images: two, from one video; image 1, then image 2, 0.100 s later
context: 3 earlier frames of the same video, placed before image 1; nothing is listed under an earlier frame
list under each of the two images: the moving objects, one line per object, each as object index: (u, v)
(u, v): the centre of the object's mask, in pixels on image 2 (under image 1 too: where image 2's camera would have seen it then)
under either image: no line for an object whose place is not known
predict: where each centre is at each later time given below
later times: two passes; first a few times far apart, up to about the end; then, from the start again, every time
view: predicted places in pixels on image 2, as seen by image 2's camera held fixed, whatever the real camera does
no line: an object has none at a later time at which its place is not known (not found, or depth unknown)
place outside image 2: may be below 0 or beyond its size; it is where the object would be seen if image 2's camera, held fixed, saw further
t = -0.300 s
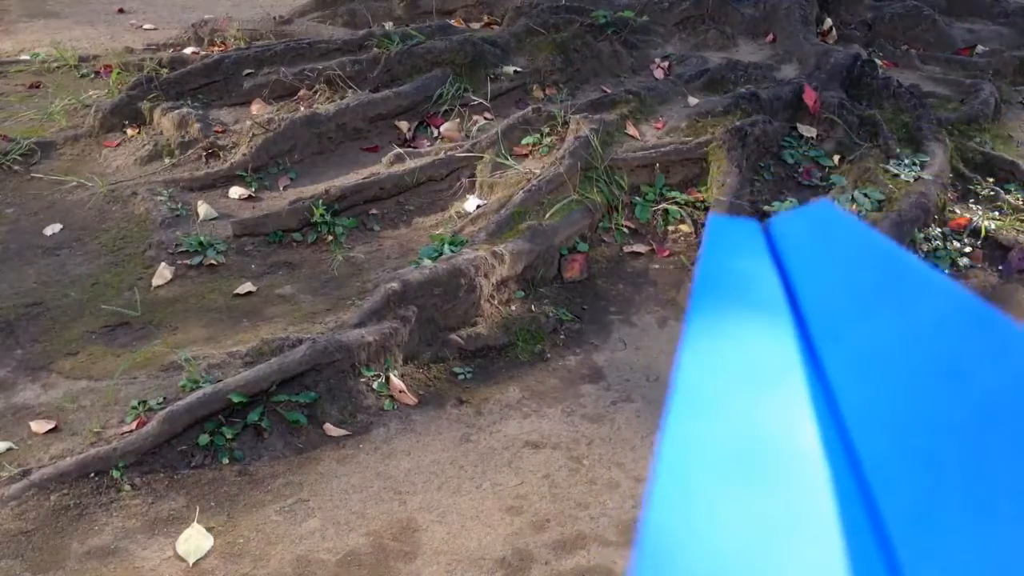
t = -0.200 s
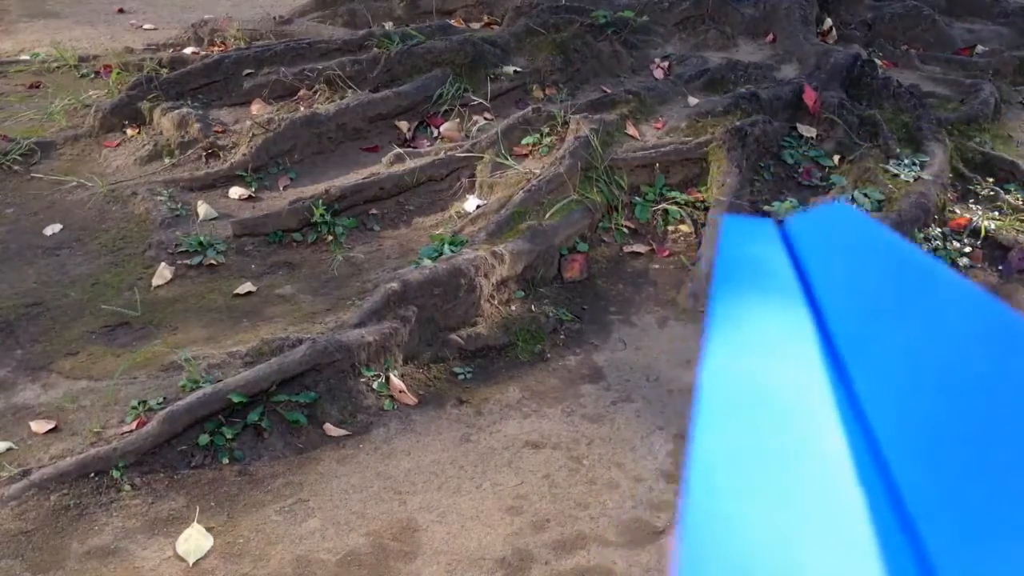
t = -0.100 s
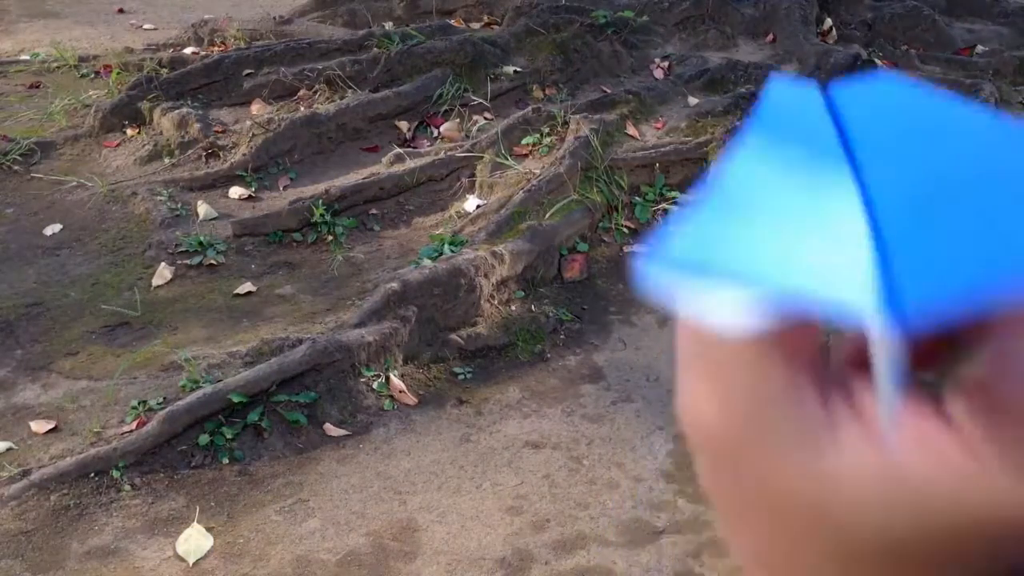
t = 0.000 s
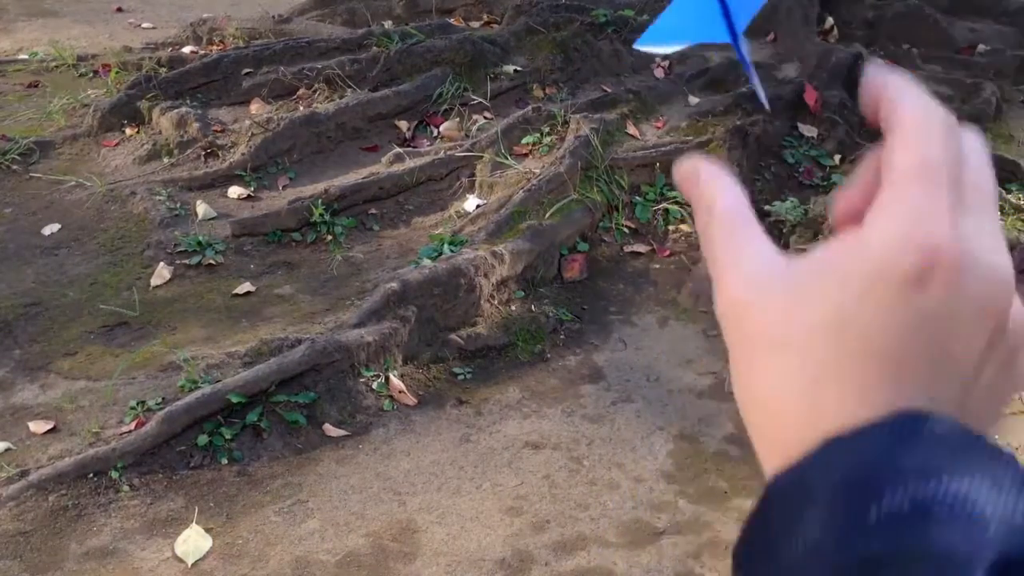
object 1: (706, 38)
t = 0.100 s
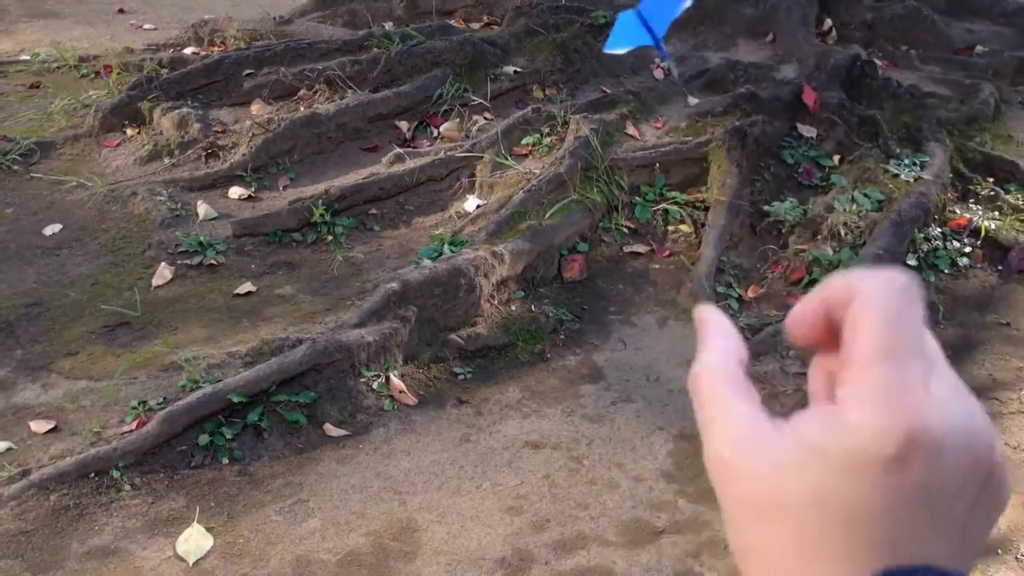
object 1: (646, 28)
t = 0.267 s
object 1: (540, 64)
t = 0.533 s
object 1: (366, 127)
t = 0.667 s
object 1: (287, 146)
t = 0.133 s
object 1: (625, 31)
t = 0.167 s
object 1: (605, 42)
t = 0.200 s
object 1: (583, 48)
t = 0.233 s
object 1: (562, 56)
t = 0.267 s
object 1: (540, 64)
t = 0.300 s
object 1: (519, 72)
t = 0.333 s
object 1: (498, 80)
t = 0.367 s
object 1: (476, 88)
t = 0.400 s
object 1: (455, 97)
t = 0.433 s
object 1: (434, 104)
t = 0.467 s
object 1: (411, 111)
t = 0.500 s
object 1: (388, 119)
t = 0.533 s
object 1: (366, 127)
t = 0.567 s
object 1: (344, 134)
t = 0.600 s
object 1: (325, 139)
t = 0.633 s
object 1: (305, 143)
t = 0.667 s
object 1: (287, 146)
